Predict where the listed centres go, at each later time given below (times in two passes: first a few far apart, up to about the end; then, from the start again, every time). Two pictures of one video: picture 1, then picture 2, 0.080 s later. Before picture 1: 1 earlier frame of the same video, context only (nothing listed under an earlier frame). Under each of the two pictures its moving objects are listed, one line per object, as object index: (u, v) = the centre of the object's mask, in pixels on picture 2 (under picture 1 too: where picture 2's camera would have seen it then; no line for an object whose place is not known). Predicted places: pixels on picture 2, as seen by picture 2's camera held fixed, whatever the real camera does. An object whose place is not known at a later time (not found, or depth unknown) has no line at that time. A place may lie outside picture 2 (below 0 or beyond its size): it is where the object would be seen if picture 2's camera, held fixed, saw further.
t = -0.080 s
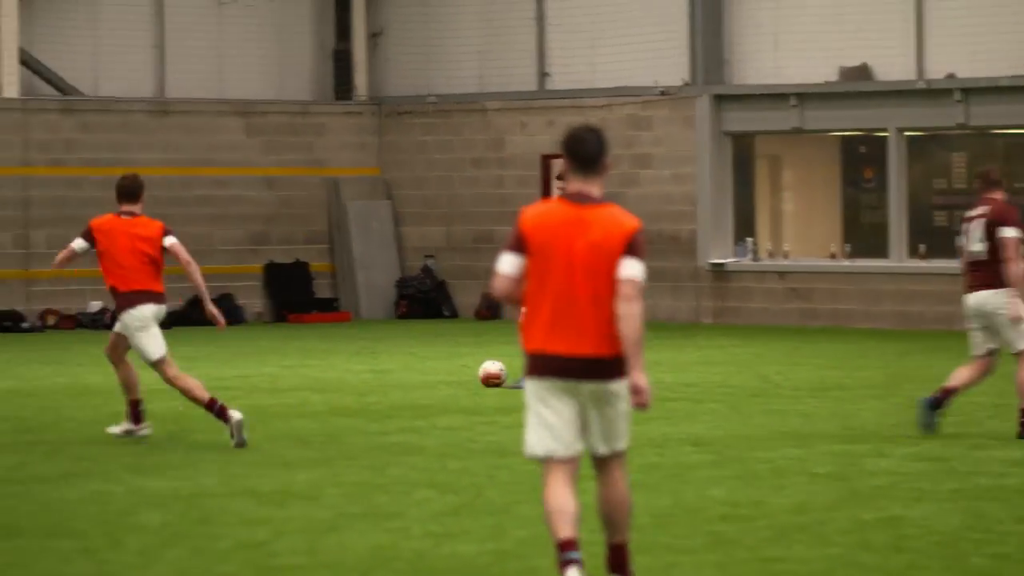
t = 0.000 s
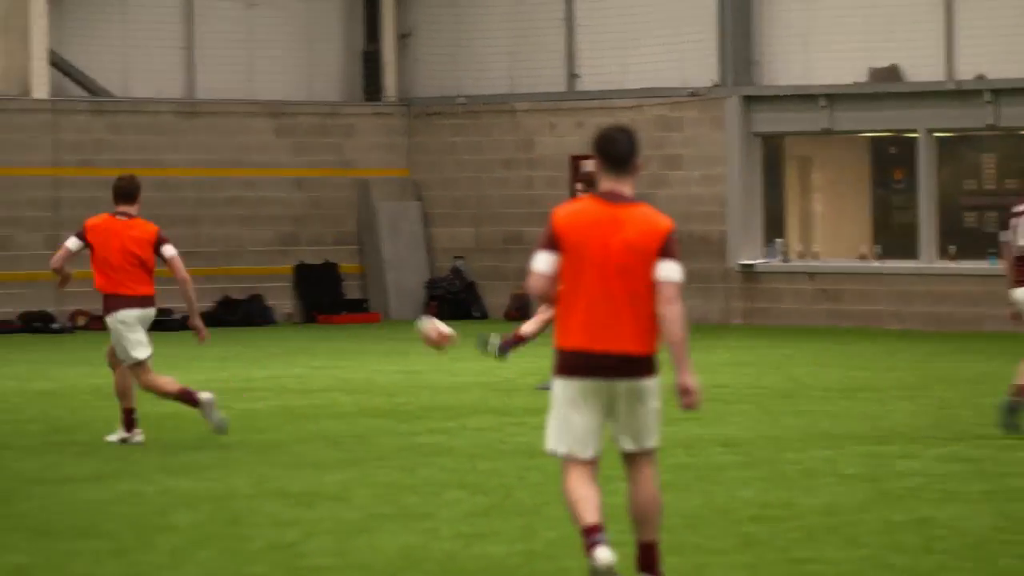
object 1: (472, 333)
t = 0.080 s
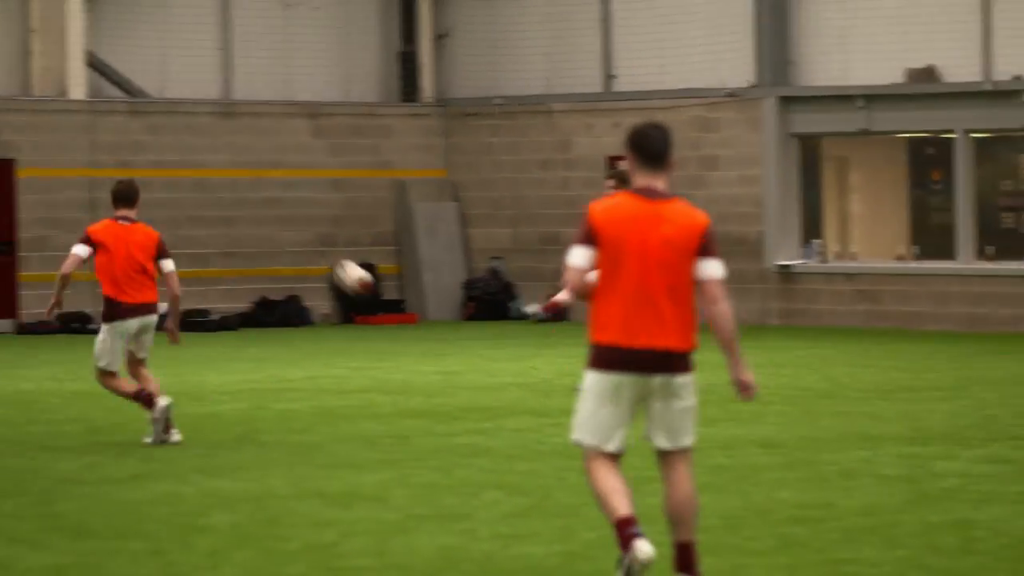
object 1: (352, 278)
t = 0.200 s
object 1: (165, 198)
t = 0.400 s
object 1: (-182, 81)
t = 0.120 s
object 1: (290, 249)
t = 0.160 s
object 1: (228, 225)
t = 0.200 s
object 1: (165, 198)
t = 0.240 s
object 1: (100, 172)
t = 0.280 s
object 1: (33, 150)
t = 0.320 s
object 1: (-37, 126)
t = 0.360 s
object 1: (-108, 102)
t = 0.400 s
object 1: (-182, 81)
